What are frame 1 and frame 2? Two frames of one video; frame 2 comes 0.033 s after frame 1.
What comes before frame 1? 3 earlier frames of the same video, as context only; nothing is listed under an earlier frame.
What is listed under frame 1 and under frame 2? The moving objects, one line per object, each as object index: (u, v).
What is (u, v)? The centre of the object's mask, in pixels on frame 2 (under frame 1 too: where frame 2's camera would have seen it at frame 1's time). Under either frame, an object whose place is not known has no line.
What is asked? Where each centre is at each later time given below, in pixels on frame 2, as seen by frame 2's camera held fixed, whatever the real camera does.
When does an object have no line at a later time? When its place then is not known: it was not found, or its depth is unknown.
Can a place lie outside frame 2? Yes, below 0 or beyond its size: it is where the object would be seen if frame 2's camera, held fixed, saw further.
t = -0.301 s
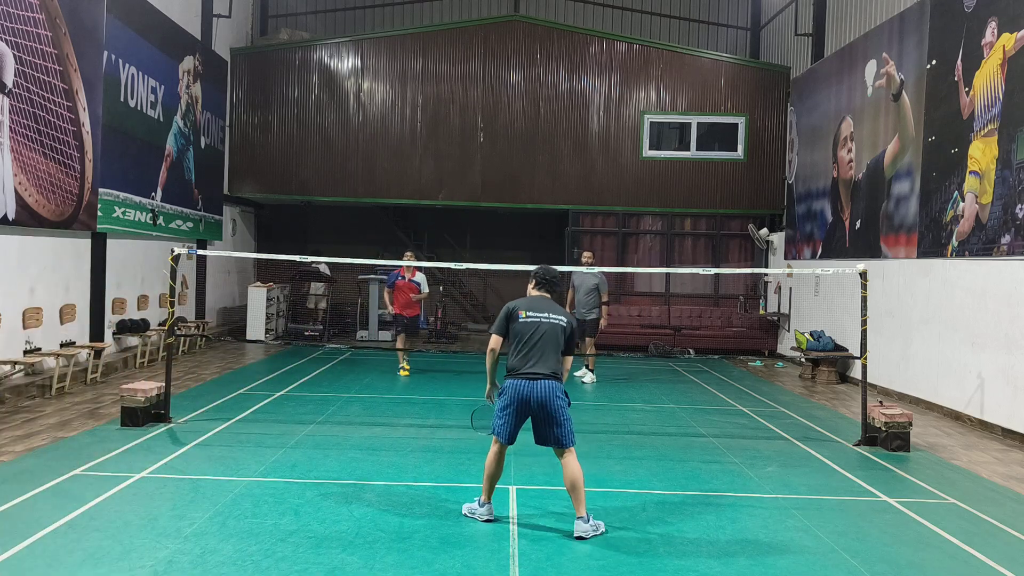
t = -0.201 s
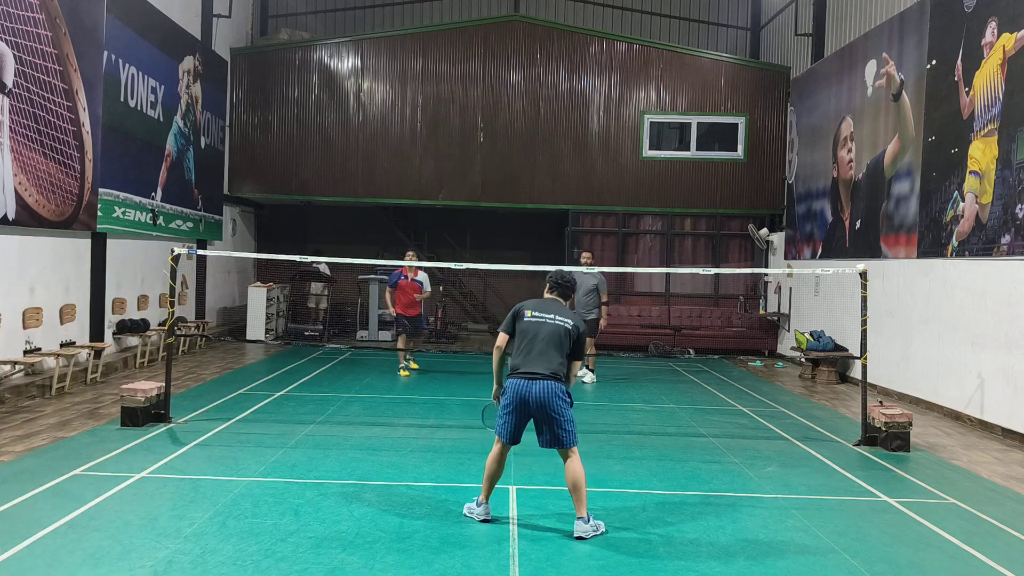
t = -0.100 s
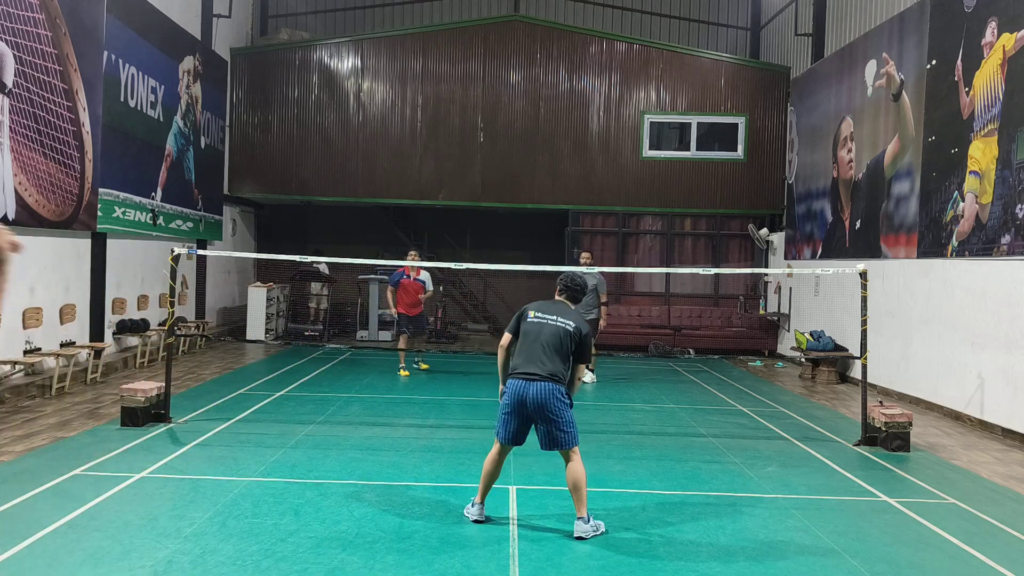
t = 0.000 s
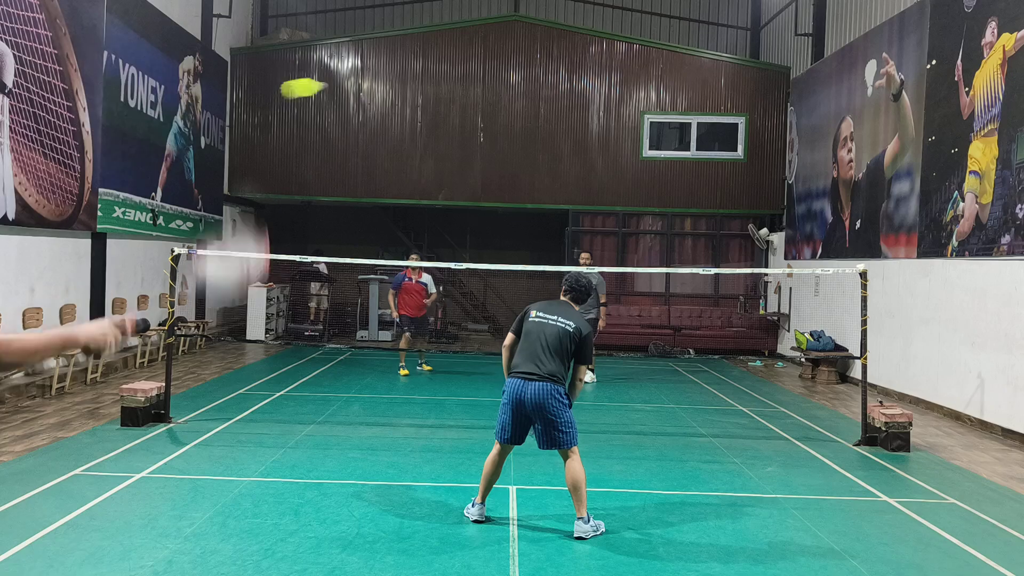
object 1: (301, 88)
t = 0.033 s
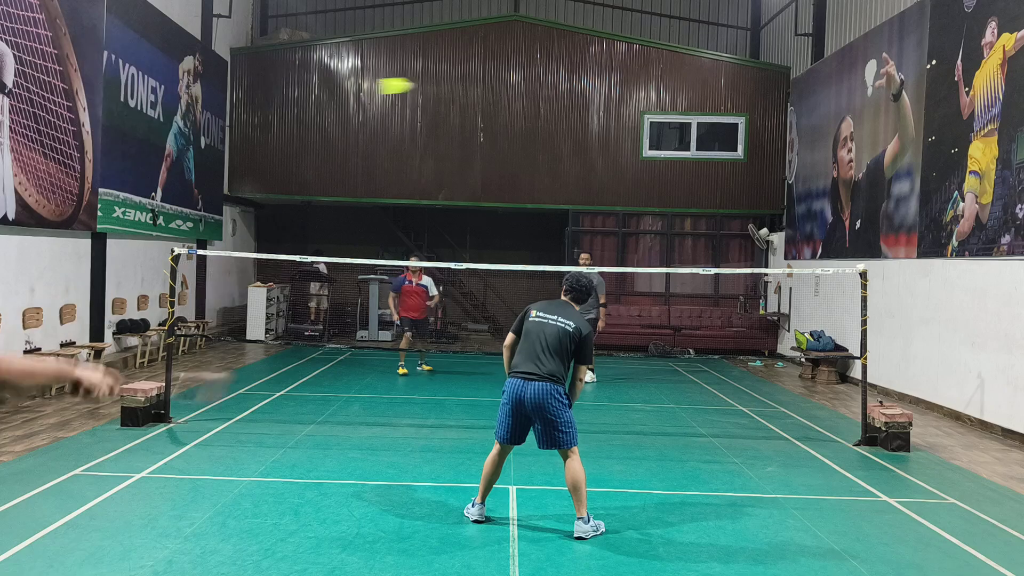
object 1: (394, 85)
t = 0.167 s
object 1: (570, 103)
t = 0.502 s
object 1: (689, 188)
